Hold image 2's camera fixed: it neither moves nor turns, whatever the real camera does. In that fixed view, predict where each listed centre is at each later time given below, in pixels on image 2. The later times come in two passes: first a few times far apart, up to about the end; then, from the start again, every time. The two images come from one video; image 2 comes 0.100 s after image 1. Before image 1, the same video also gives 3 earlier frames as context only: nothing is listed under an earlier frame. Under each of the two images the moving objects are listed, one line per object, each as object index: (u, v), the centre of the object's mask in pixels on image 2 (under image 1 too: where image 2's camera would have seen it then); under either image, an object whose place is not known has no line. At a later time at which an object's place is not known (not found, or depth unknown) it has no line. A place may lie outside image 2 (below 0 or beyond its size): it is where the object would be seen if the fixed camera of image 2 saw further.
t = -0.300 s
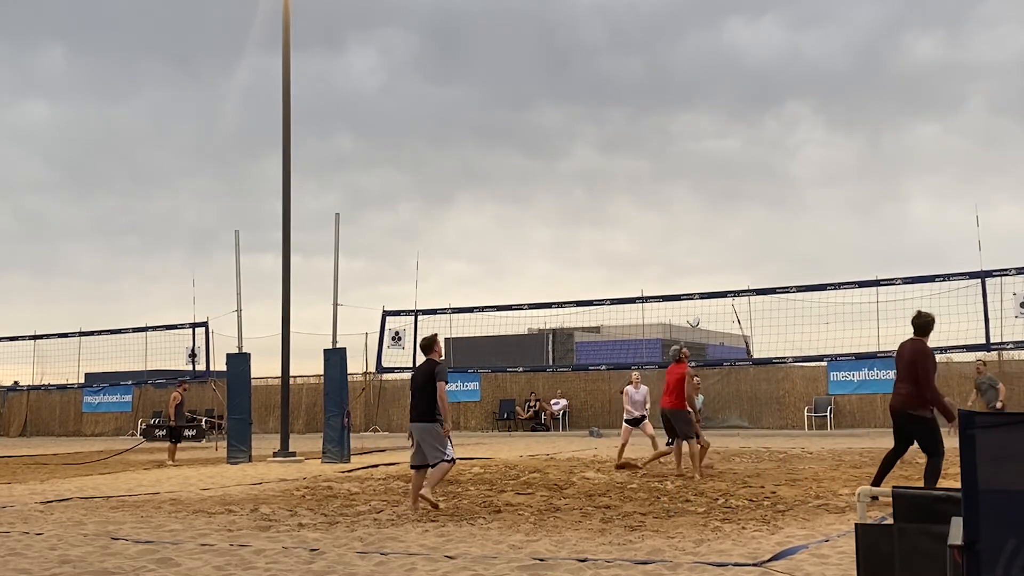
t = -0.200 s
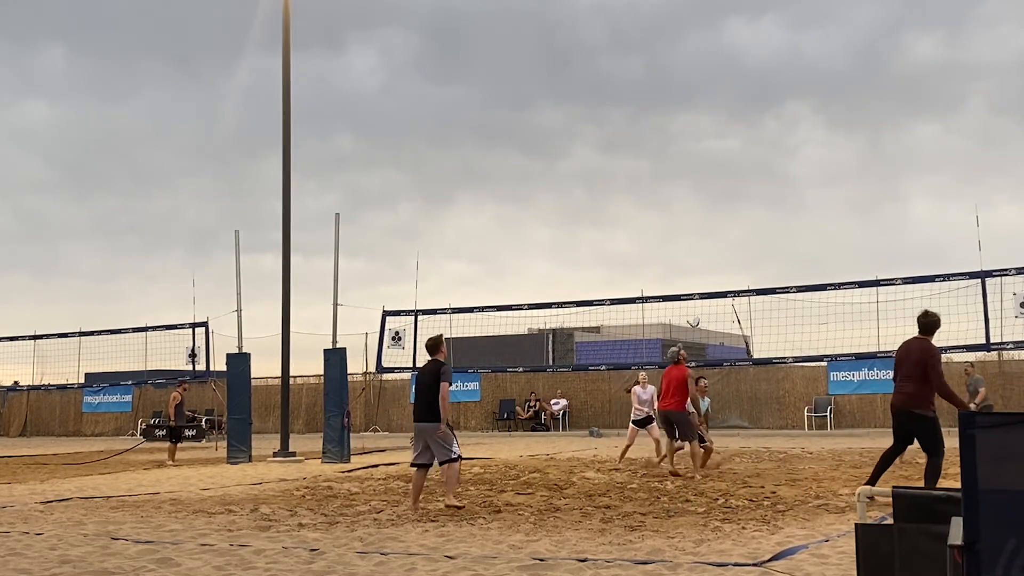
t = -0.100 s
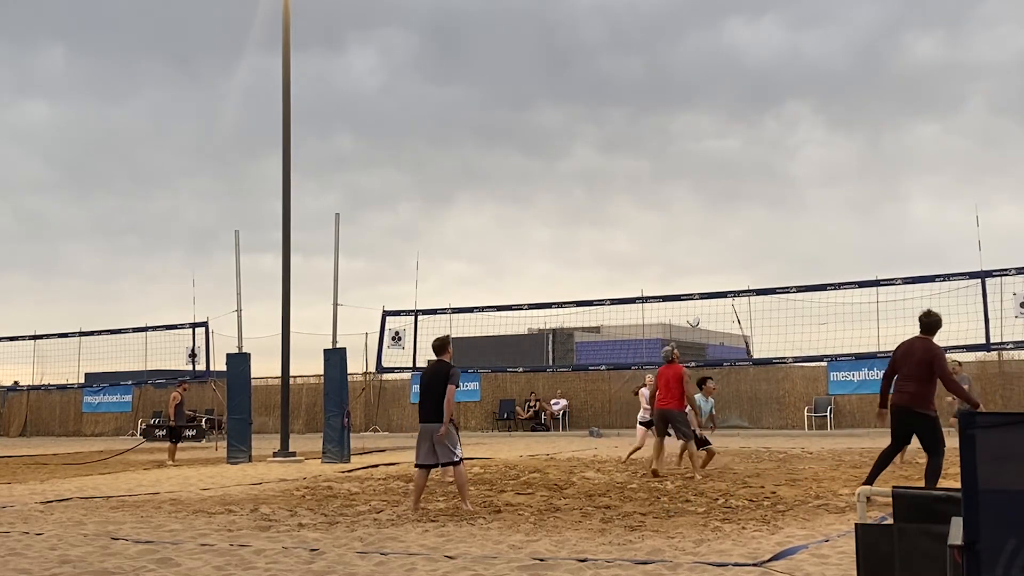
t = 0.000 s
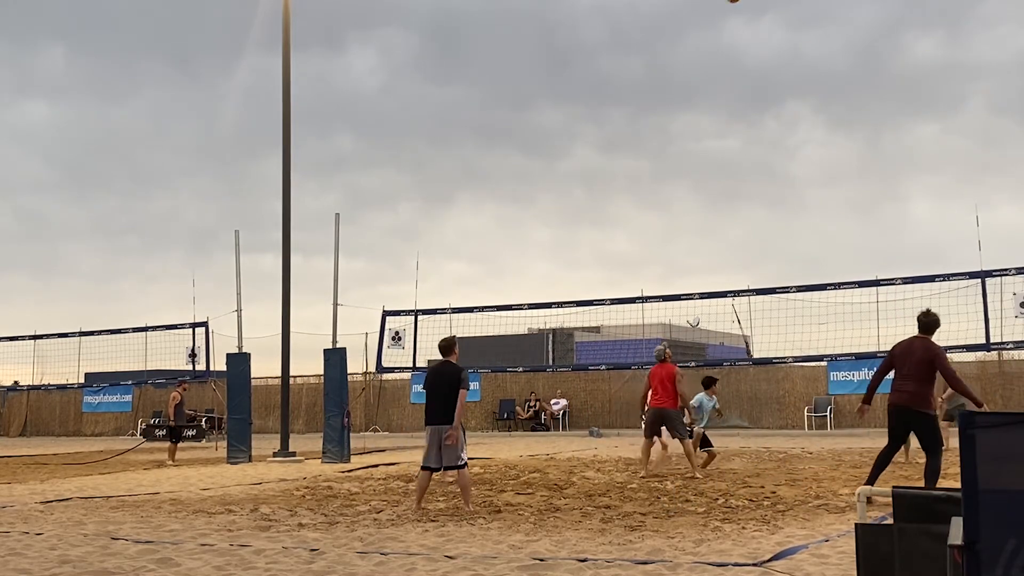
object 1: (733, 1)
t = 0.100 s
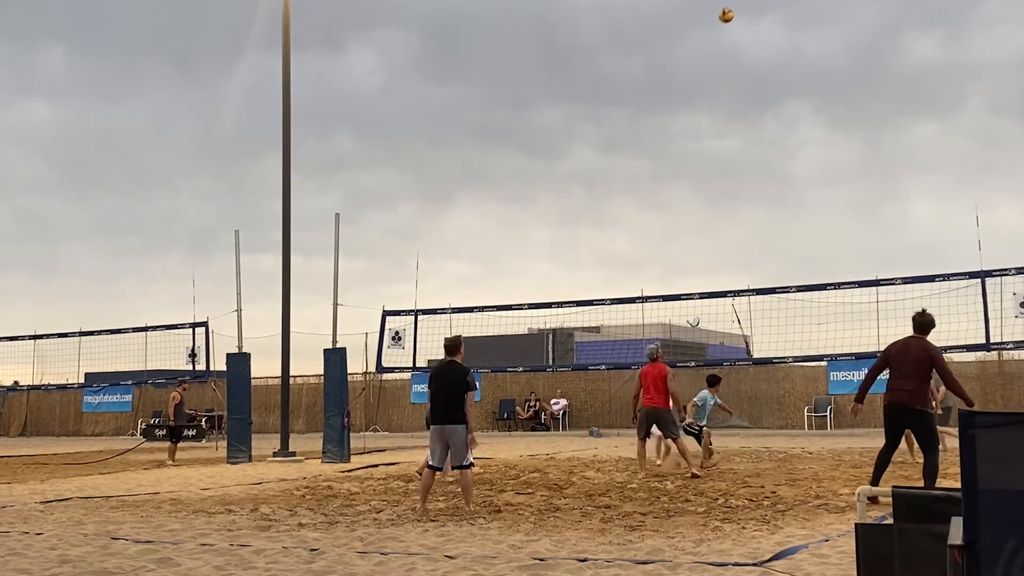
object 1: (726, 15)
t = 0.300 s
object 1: (713, 71)
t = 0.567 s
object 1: (703, 175)
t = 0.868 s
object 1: (697, 322)
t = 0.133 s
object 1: (724, 23)
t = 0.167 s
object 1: (722, 32)
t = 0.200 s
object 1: (720, 40)
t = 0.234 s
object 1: (718, 50)
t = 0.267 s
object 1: (715, 60)
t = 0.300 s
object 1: (713, 71)
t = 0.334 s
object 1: (712, 82)
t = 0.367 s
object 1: (710, 95)
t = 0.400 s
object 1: (709, 107)
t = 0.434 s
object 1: (708, 120)
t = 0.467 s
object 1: (706, 132)
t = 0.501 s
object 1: (705, 146)
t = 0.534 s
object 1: (704, 160)
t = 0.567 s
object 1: (703, 175)
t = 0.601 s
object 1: (701, 190)
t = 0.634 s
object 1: (701, 205)
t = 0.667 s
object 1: (700, 221)
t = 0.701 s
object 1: (699, 237)
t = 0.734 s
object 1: (699, 253)
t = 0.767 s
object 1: (698, 270)
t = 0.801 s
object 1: (698, 287)
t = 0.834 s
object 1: (697, 305)
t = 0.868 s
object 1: (697, 322)
